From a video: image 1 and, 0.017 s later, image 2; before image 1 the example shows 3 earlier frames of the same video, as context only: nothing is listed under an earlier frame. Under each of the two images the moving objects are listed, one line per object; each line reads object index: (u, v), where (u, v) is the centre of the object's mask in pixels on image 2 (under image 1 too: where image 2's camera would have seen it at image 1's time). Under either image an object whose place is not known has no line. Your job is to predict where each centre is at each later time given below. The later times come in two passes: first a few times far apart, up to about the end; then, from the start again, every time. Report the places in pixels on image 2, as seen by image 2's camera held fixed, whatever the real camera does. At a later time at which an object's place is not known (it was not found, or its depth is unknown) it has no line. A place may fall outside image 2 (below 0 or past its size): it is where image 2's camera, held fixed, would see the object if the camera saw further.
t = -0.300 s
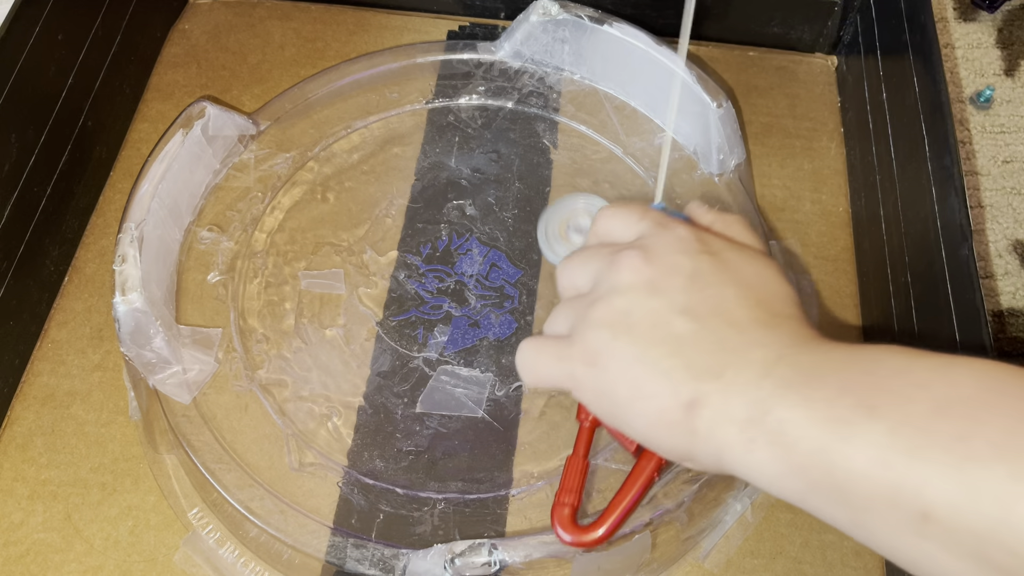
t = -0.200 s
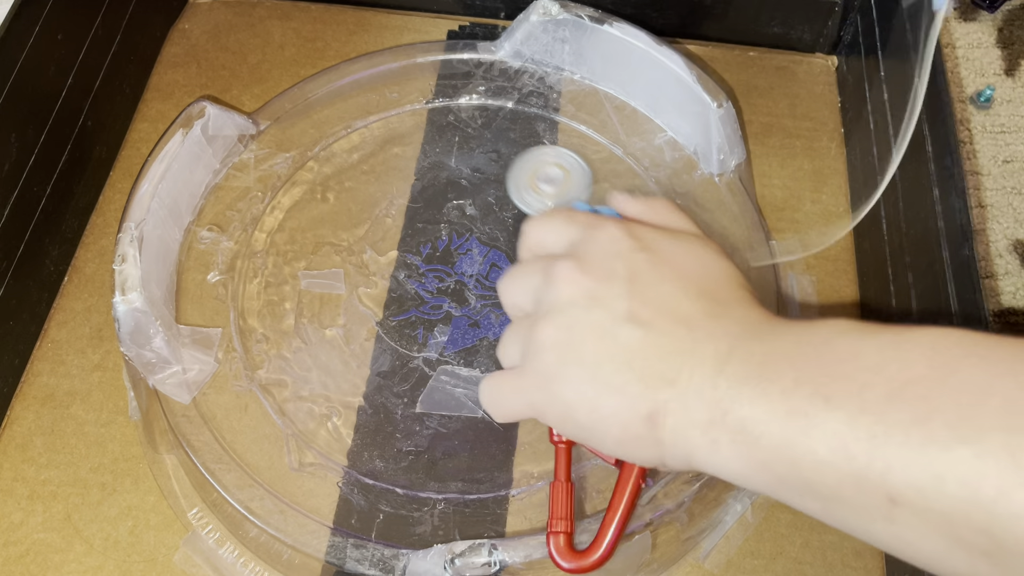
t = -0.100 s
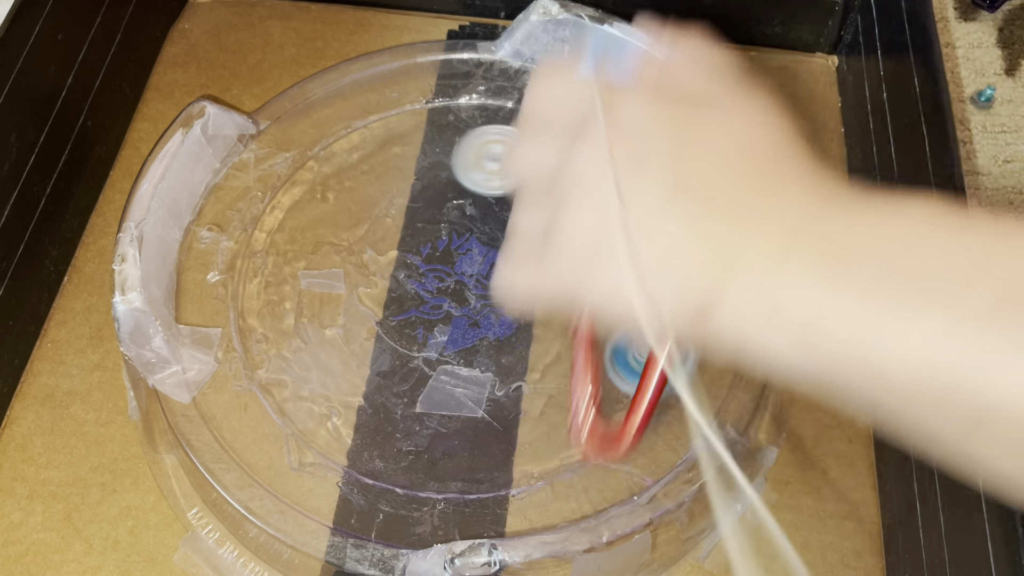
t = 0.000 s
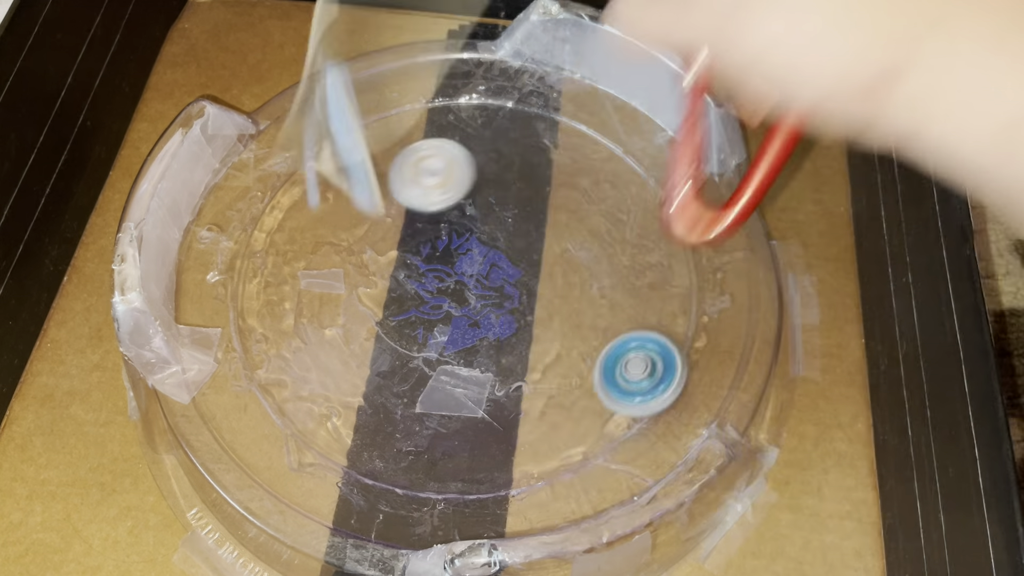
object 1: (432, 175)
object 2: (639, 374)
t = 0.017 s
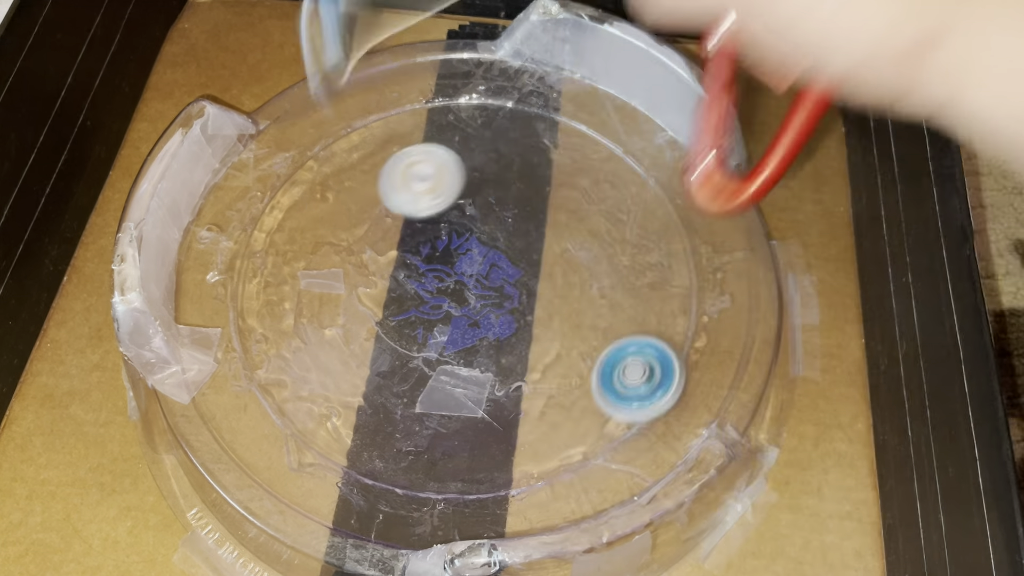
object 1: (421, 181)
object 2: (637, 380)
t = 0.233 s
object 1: (379, 305)
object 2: (586, 424)
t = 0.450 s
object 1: (510, 364)
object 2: (545, 442)
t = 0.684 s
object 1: (582, 263)
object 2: (507, 456)
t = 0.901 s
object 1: (490, 199)
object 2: (469, 442)
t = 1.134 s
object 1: (363, 259)
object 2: (443, 443)
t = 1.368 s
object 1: (430, 355)
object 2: (406, 446)
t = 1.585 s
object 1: (521, 284)
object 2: (345, 434)
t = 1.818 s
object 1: (484, 195)
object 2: (342, 403)
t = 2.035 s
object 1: (385, 194)
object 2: (408, 288)
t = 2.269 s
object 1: (319, 133)
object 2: (316, 275)
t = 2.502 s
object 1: (318, 240)
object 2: (345, 371)
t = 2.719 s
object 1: (459, 310)
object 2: (515, 216)
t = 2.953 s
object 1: (584, 235)
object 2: (296, 113)
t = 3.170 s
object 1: (556, 161)
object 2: (373, 201)
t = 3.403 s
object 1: (493, 133)
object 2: (556, 240)
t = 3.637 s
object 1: (417, 226)
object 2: (564, 117)
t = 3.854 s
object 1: (462, 329)
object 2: (438, 184)
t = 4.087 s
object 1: (665, 395)
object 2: (494, 329)
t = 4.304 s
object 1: (839, 350)
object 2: (604, 257)
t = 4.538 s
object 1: (830, 259)
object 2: (439, 214)
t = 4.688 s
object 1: (804, 223)
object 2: (384, 345)
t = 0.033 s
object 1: (412, 187)
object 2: (636, 386)
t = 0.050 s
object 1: (404, 195)
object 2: (635, 393)
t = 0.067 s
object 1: (396, 203)
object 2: (631, 396)
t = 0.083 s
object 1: (389, 211)
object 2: (625, 397)
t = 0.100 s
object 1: (382, 221)
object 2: (618, 399)
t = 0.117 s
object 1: (378, 231)
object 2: (613, 402)
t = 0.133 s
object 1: (374, 241)
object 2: (608, 406)
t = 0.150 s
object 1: (371, 251)
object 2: (604, 411)
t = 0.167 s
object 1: (370, 262)
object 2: (602, 417)
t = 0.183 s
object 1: (370, 273)
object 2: (599, 424)
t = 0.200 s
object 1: (372, 284)
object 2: (596, 427)
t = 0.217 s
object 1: (375, 295)
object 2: (591, 425)
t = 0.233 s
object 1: (379, 305)
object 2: (586, 424)
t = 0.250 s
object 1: (385, 315)
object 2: (581, 424)
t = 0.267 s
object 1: (391, 324)
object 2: (577, 426)
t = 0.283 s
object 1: (399, 333)
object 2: (573, 428)
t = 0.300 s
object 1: (407, 341)
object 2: (570, 432)
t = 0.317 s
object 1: (417, 347)
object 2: (568, 437)
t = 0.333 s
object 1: (426, 353)
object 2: (565, 443)
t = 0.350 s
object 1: (438, 358)
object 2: (563, 447)
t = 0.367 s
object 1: (450, 362)
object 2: (560, 443)
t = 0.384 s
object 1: (461, 365)
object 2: (556, 441)
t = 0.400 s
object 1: (474, 366)
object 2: (554, 439)
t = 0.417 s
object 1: (485, 367)
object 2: (551, 439)
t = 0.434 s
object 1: (498, 366)
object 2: (548, 440)
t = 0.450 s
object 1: (510, 364)
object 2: (545, 442)
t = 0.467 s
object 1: (521, 360)
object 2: (543, 446)
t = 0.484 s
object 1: (533, 355)
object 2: (540, 452)
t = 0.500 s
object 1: (544, 349)
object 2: (538, 456)
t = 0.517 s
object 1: (553, 343)
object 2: (537, 452)
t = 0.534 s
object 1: (561, 336)
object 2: (535, 448)
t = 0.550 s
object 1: (568, 329)
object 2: (532, 446)
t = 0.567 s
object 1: (573, 321)
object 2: (530, 444)
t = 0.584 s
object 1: (578, 314)
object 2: (527, 444)
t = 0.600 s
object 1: (581, 305)
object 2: (525, 444)
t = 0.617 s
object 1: (583, 296)
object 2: (521, 445)
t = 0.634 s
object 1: (585, 288)
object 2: (518, 447)
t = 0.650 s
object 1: (585, 279)
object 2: (515, 449)
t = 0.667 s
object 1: (584, 271)
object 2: (511, 452)
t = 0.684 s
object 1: (582, 263)
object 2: (507, 456)
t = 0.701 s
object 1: (580, 255)
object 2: (502, 460)
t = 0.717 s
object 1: (576, 247)
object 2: (498, 464)
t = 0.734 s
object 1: (572, 240)
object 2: (495, 467)
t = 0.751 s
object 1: (567, 234)
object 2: (494, 461)
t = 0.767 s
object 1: (561, 228)
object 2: (493, 456)
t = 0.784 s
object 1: (554, 222)
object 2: (491, 452)
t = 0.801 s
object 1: (547, 217)
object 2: (489, 448)
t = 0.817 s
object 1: (538, 213)
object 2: (487, 446)
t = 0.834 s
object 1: (530, 209)
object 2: (484, 444)
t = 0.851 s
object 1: (520, 205)
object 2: (481, 442)
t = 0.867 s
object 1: (510, 202)
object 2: (477, 442)
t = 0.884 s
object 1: (501, 201)
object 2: (473, 442)
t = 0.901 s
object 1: (490, 199)
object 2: (469, 442)
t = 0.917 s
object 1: (479, 198)
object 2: (466, 443)
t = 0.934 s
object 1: (468, 198)
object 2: (461, 445)
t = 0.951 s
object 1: (457, 199)
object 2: (456, 447)
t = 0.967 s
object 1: (446, 200)
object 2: (451, 450)
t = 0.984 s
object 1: (436, 203)
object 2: (446, 453)
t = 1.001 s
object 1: (425, 206)
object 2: (441, 457)
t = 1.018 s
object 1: (415, 210)
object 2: (437, 461)
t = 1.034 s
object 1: (405, 215)
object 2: (432, 466)
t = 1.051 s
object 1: (396, 220)
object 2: (429, 468)
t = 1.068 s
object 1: (388, 227)
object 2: (432, 462)
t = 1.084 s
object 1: (380, 234)
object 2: (436, 457)
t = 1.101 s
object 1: (374, 242)
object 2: (439, 452)
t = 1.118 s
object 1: (368, 250)
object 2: (442, 447)
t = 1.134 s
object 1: (363, 259)
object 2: (443, 443)
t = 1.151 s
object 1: (360, 268)
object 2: (443, 440)
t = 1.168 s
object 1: (358, 277)
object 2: (443, 437)
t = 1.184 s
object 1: (357, 286)
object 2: (441, 435)
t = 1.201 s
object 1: (358, 295)
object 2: (440, 433)
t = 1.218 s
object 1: (360, 305)
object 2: (437, 432)
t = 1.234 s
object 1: (363, 314)
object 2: (435, 432)
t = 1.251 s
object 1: (368, 323)
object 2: (433, 431)
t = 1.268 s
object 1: (373, 332)
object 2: (430, 432)
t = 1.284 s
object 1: (380, 340)
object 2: (427, 433)
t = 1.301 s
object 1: (389, 347)
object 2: (424, 434)
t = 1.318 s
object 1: (398, 353)
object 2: (420, 436)
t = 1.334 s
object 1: (408, 356)
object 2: (416, 440)
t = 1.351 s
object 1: (419, 355)
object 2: (411, 443)
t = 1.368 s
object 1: (430, 355)
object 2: (406, 446)
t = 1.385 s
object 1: (442, 357)
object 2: (400, 449)
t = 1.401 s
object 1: (453, 353)
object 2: (393, 451)
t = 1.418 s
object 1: (464, 350)
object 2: (386, 453)
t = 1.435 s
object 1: (474, 346)
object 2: (379, 455)
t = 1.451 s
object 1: (483, 341)
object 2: (372, 455)
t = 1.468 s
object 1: (492, 335)
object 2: (371, 452)
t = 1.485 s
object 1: (498, 330)
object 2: (371, 448)
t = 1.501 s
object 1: (504, 323)
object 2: (368, 444)
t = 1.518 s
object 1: (509, 314)
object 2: (365, 441)
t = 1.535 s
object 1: (513, 307)
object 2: (361, 438)
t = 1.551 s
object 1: (517, 299)
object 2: (356, 436)
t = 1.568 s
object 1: (519, 291)
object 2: (351, 434)
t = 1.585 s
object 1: (521, 284)
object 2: (345, 434)
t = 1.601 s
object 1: (522, 276)
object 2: (340, 433)
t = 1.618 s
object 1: (523, 269)
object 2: (333, 433)
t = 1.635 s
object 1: (522, 261)
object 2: (326, 434)
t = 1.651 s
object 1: (521, 254)
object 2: (327, 430)
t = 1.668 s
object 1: (520, 247)
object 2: (332, 427)
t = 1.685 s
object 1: (518, 241)
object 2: (335, 423)
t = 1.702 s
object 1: (515, 234)
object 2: (336, 419)
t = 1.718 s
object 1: (512, 227)
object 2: (336, 416)
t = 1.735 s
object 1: (509, 221)
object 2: (337, 413)
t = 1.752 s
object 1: (505, 215)
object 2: (337, 411)
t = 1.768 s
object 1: (501, 210)
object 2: (337, 409)
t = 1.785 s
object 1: (496, 205)
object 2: (338, 407)
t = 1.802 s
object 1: (490, 200)
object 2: (339, 405)
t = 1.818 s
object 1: (484, 195)
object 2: (342, 403)
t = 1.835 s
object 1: (477, 190)
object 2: (346, 401)
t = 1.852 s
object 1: (470, 186)
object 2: (351, 398)
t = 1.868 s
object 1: (462, 183)
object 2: (359, 394)
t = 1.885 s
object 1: (454, 180)
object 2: (368, 390)
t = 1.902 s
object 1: (446, 178)
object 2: (377, 384)
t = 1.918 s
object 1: (437, 177)
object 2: (386, 375)
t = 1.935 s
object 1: (429, 177)
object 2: (394, 366)
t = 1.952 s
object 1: (421, 177)
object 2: (399, 354)
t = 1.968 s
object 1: (413, 179)
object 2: (405, 342)
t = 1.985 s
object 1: (405, 182)
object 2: (407, 329)
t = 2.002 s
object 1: (398, 185)
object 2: (410, 316)
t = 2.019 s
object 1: (391, 189)
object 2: (409, 302)
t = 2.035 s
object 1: (385, 194)
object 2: (408, 288)
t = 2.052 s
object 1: (380, 200)
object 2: (406, 275)
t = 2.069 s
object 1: (374, 201)
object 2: (403, 268)
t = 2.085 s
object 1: (365, 188)
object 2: (399, 268)
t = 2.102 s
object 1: (358, 174)
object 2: (396, 273)
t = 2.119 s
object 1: (352, 161)
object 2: (393, 277)
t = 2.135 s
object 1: (347, 151)
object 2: (387, 278)
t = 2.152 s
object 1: (342, 143)
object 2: (382, 280)
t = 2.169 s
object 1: (338, 137)
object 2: (375, 280)
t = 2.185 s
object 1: (335, 132)
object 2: (367, 278)
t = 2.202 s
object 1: (331, 129)
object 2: (359, 277)
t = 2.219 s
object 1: (328, 128)
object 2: (348, 275)
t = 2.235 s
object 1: (325, 128)
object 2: (337, 274)
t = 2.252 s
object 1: (322, 130)
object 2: (326, 274)
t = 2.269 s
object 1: (319, 133)
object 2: (316, 275)
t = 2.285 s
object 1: (316, 137)
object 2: (305, 277)
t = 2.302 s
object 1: (312, 142)
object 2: (295, 281)
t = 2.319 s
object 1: (309, 147)
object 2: (287, 286)
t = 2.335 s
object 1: (306, 153)
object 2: (279, 293)
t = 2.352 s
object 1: (304, 160)
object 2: (272, 301)
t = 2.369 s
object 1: (302, 167)
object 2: (268, 311)
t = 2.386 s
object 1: (301, 175)
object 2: (266, 320)
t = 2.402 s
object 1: (301, 183)
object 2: (267, 330)
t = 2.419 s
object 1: (301, 191)
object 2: (272, 339)
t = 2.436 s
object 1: (303, 200)
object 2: (279, 347)
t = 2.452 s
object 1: (305, 210)
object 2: (292, 355)
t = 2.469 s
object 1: (308, 220)
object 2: (306, 361)
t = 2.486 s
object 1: (312, 230)
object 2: (324, 367)
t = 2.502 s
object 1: (318, 240)
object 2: (345, 371)
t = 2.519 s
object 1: (324, 250)
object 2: (367, 373)
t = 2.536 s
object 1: (331, 259)
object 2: (388, 371)
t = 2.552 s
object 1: (340, 268)
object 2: (411, 368)
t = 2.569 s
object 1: (349, 276)
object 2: (431, 360)
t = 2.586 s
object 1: (360, 284)
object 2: (452, 350)
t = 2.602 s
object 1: (371, 291)
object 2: (470, 339)
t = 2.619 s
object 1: (383, 297)
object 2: (487, 325)
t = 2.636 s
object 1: (396, 302)
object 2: (499, 310)
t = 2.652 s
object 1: (409, 305)
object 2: (508, 293)
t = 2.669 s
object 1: (422, 308)
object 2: (515, 274)
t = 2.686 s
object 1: (434, 310)
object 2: (518, 256)
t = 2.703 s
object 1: (446, 310)
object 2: (518, 236)
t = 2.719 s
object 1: (459, 310)
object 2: (515, 216)
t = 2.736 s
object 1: (472, 309)
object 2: (511, 196)
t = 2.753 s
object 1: (485, 307)
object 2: (504, 177)
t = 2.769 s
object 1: (496, 304)
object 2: (493, 159)
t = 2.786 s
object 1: (508, 300)
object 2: (479, 142)
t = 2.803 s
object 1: (518, 295)
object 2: (464, 127)
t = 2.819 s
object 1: (529, 290)
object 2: (445, 111)
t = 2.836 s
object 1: (539, 284)
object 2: (426, 99)
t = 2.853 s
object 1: (548, 278)
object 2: (405, 92)
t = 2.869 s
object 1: (556, 271)
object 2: (386, 93)
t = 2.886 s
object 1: (563, 264)
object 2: (366, 98)
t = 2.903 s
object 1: (569, 257)
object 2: (347, 105)
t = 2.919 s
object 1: (574, 250)
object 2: (329, 111)
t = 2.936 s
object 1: (580, 242)
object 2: (313, 112)
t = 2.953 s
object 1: (584, 235)
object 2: (296, 113)
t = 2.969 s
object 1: (587, 227)
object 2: (282, 114)
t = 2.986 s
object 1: (588, 219)
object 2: (282, 112)
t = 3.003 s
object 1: (590, 212)
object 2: (286, 113)
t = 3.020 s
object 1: (590, 205)
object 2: (292, 117)
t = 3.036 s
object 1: (589, 198)
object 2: (298, 124)
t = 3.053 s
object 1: (588, 191)
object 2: (305, 134)
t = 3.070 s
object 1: (585, 186)
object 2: (312, 145)
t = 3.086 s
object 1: (582, 180)
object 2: (317, 154)
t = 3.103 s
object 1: (578, 176)
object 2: (325, 164)
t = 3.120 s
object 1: (573, 171)
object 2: (335, 173)
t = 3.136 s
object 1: (568, 167)
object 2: (347, 182)
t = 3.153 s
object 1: (562, 164)
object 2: (359, 192)
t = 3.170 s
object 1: (556, 161)
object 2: (373, 201)
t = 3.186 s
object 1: (549, 159)
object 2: (389, 210)
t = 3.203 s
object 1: (542, 158)
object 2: (404, 216)
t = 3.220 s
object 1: (535, 158)
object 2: (421, 221)
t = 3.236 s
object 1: (527, 158)
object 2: (438, 224)
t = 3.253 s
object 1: (519, 159)
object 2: (455, 225)
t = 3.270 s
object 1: (511, 161)
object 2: (471, 226)
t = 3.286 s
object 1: (506, 160)
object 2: (486, 229)
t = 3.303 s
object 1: (505, 152)
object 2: (497, 234)
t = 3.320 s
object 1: (505, 144)
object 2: (505, 240)
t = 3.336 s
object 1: (505, 138)
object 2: (515, 244)
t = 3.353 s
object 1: (504, 134)
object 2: (525, 246)
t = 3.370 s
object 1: (502, 132)
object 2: (535, 246)
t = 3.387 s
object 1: (498, 132)
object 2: (545, 244)
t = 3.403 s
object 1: (493, 133)
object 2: (556, 240)
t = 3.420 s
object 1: (487, 135)
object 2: (566, 235)
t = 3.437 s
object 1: (480, 139)
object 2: (576, 228)
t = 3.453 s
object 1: (472, 143)
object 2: (585, 221)
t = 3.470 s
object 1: (465, 148)
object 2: (594, 212)
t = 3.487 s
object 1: (458, 154)
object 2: (601, 202)
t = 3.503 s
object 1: (452, 161)
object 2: (607, 191)
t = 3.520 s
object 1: (445, 167)
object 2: (612, 179)
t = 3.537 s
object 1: (439, 174)
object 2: (616, 166)
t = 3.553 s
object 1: (434, 182)
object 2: (620, 152)
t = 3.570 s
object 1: (429, 190)
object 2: (615, 140)
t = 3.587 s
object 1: (425, 199)
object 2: (602, 132)
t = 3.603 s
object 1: (422, 207)
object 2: (587, 126)
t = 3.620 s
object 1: (419, 217)
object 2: (574, 123)
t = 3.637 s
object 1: (417, 226)
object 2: (564, 117)
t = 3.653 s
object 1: (416, 235)
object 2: (555, 112)
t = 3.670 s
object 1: (416, 244)
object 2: (548, 108)
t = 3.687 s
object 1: (417, 253)
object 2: (540, 105)
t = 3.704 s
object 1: (418, 262)
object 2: (530, 105)
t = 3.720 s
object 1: (420, 271)
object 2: (521, 106)
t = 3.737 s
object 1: (423, 279)
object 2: (513, 108)
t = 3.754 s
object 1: (427, 288)
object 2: (502, 114)
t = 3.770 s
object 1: (432, 296)
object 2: (490, 120)
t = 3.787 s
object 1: (437, 304)
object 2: (478, 129)
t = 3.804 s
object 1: (443, 311)
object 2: (466, 140)
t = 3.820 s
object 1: (449, 317)
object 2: (455, 153)
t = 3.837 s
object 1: (456, 323)
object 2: (445, 168)
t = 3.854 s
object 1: (462, 329)
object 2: (438, 184)
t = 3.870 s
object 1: (469, 334)
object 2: (433, 200)
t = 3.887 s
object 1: (476, 338)
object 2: (430, 218)
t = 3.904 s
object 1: (484, 342)
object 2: (429, 235)
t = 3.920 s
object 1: (492, 345)
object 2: (431, 253)
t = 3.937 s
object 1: (500, 348)
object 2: (434, 271)
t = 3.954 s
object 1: (508, 351)
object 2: (440, 287)
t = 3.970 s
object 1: (516, 352)
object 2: (447, 303)
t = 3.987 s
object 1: (525, 353)
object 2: (456, 316)
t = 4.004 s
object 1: (534, 354)
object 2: (465, 328)
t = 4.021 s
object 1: (545, 354)
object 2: (477, 338)
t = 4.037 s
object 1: (577, 367)
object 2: (487, 339)
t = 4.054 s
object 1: (608, 382)
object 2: (488, 336)
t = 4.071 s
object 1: (641, 392)
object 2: (491, 331)
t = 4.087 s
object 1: (665, 395)
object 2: (494, 329)
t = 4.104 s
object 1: (686, 391)
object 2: (499, 326)
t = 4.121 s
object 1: (704, 376)
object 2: (505, 323)
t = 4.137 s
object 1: (720, 362)
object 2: (513, 321)
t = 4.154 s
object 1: (735, 351)
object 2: (522, 319)
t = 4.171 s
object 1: (749, 342)
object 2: (532, 317)
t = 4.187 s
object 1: (762, 336)
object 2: (544, 314)
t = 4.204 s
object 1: (772, 333)
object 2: (556, 310)
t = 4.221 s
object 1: (780, 333)
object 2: (567, 305)
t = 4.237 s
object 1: (793, 333)
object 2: (579, 298)
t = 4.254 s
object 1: (807, 334)
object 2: (589, 288)
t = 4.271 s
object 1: (819, 338)
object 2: (597, 279)
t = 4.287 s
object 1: (830, 345)
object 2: (602, 269)
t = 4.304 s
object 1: (839, 350)
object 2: (604, 257)
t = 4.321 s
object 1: (839, 337)
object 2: (604, 245)
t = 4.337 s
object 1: (834, 324)
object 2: (601, 234)
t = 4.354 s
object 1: (828, 314)
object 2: (596, 223)
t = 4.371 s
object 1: (829, 306)
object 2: (588, 213)
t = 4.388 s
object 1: (835, 301)
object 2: (576, 203)
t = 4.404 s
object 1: (839, 299)
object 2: (563, 196)
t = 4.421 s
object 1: (836, 296)
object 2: (549, 191)
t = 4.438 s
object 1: (835, 288)
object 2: (533, 188)
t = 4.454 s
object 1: (836, 280)
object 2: (517, 187)
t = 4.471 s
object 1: (835, 275)
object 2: (502, 188)
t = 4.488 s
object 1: (833, 272)
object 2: (485, 192)
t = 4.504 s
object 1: (833, 267)
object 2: (469, 197)
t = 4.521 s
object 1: (832, 262)
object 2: (453, 204)
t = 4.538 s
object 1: (830, 259)
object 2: (439, 214)
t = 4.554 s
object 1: (827, 254)
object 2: (427, 224)
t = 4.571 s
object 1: (824, 250)
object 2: (413, 236)
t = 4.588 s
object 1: (821, 246)
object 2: (403, 249)
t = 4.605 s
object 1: (818, 241)
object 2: (394, 264)
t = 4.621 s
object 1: (814, 238)
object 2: (388, 279)
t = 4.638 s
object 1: (810, 234)
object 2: (383, 295)
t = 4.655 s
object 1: (807, 231)
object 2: (381, 311)
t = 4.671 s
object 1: (805, 227)
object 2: (382, 327)
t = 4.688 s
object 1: (804, 223)
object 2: (384, 345)
